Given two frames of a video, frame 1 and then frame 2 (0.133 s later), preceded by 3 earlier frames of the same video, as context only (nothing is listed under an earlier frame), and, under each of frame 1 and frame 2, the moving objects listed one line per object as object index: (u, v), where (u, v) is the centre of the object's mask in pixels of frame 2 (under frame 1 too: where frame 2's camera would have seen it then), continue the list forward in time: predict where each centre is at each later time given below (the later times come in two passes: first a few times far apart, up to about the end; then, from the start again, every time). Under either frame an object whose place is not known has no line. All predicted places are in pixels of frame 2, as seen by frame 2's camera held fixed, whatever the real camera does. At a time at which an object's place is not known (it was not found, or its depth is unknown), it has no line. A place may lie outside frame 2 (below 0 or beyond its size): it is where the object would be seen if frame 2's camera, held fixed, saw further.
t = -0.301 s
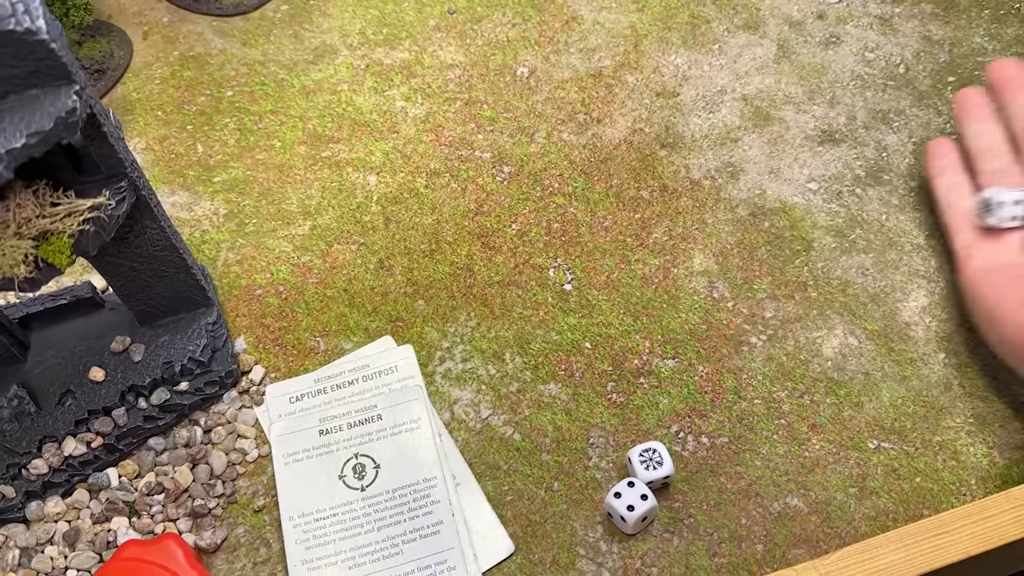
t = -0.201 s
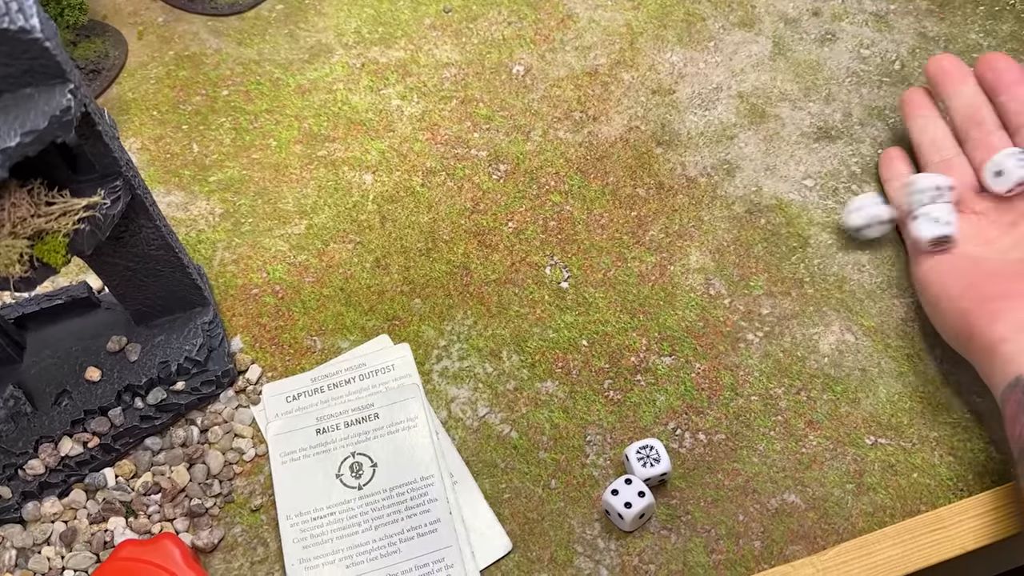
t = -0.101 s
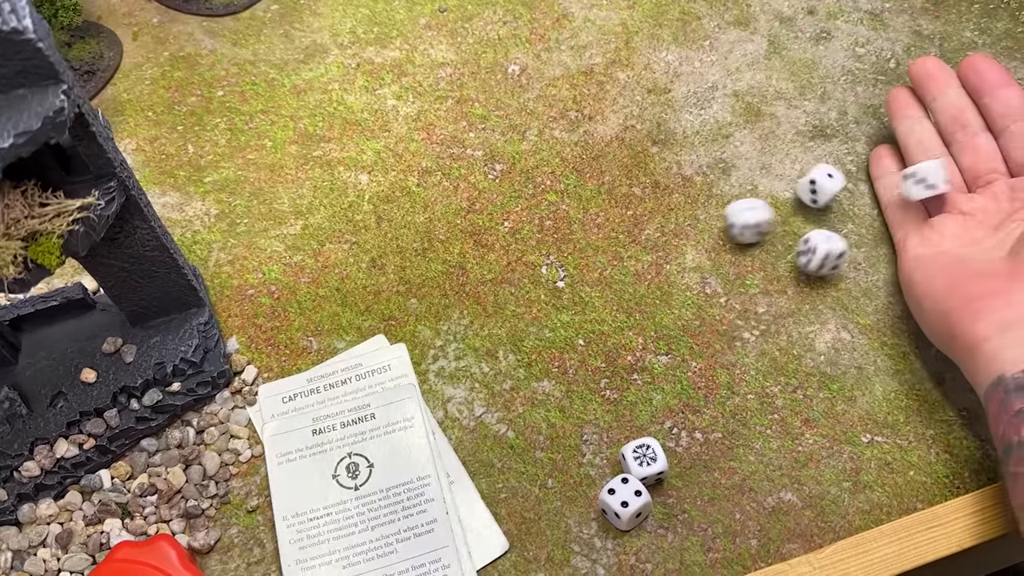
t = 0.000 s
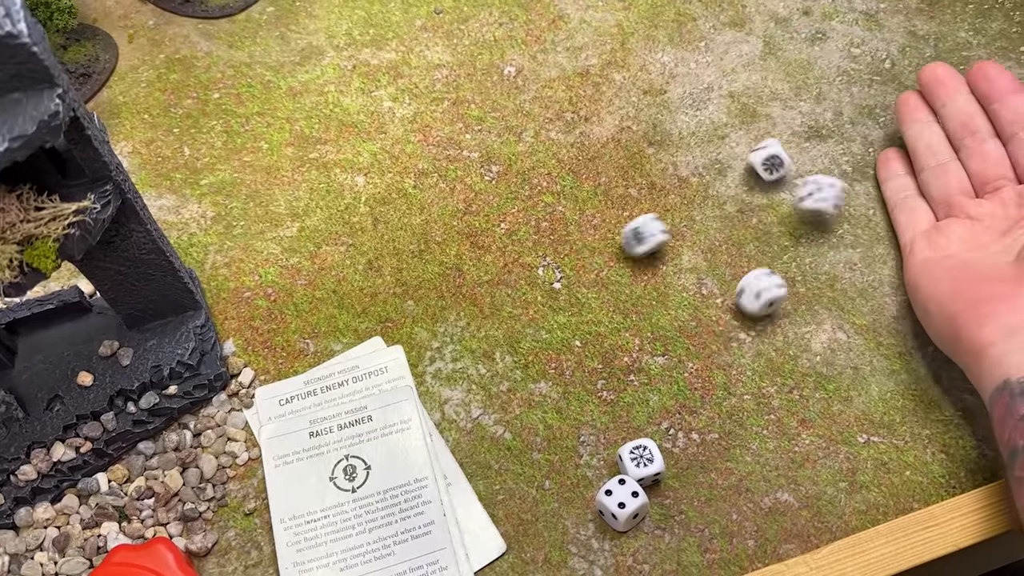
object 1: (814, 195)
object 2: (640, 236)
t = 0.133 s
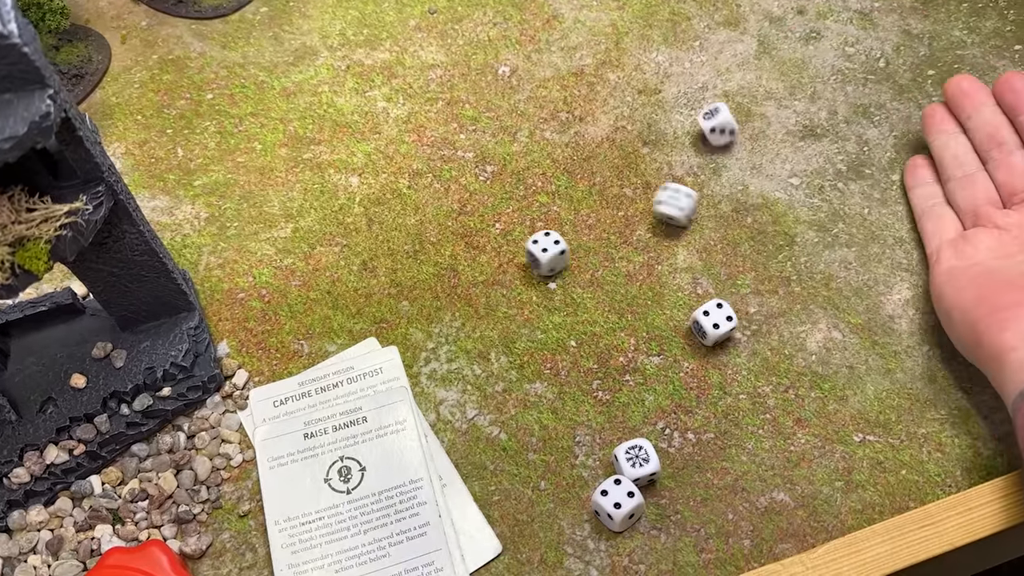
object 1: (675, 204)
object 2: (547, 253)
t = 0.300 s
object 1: (560, 194)
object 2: (521, 257)
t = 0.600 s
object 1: (548, 192)
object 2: (522, 256)
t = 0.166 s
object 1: (645, 202)
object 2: (533, 254)
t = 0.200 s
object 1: (616, 197)
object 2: (526, 253)
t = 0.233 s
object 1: (593, 197)
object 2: (522, 255)
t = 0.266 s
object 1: (574, 196)
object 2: (521, 257)
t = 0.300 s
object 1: (560, 194)
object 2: (521, 257)
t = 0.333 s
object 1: (552, 193)
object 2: (522, 257)
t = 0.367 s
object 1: (549, 193)
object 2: (522, 257)
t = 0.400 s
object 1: (549, 193)
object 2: (522, 257)
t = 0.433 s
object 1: (549, 193)
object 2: (522, 257)
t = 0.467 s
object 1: (548, 193)
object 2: (522, 257)
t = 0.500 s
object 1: (549, 193)
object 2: (521, 257)
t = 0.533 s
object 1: (549, 193)
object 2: (522, 257)
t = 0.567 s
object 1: (549, 193)
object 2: (522, 257)
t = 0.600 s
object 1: (548, 192)
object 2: (522, 256)
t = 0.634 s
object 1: (548, 192)
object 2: (522, 256)
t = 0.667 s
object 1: (549, 192)
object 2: (522, 256)
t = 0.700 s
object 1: (548, 192)
